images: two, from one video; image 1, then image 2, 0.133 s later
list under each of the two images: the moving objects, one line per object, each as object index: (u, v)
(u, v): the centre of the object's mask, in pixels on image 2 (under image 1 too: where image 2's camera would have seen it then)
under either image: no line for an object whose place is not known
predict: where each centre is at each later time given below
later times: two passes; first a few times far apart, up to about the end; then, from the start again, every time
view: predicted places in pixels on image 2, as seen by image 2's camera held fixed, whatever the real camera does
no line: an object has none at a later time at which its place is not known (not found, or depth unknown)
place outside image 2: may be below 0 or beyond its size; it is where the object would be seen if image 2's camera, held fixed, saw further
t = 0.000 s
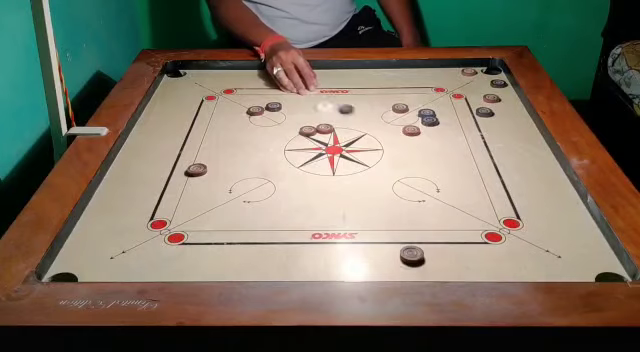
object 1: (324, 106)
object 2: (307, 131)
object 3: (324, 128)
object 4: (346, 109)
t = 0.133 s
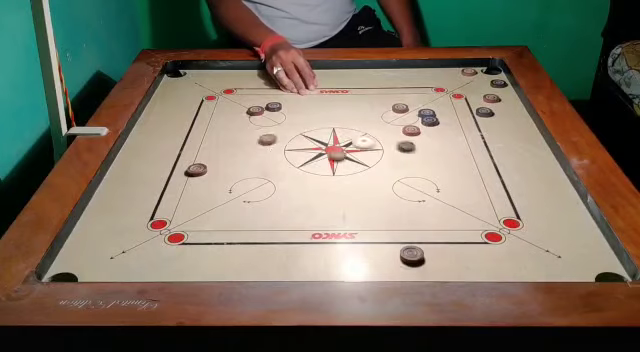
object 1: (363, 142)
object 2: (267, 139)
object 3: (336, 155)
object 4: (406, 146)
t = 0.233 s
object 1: (397, 167)
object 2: (232, 147)
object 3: (350, 185)
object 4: (453, 176)
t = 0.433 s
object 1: (461, 211)
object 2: (184, 158)
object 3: (377, 244)
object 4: (552, 238)
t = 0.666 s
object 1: (522, 254)
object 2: (168, 163)
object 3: (400, 276)
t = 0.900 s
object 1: (549, 271)
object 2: (168, 163)
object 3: (403, 273)
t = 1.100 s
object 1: (549, 271)
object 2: (168, 163)
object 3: (403, 273)
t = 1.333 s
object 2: (168, 163)
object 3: (403, 273)
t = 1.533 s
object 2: (168, 163)
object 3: (403, 273)
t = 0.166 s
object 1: (374, 150)
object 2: (255, 142)
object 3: (342, 166)
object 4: (421, 156)
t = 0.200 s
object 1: (387, 158)
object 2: (243, 145)
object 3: (346, 175)
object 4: (437, 166)
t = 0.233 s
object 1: (397, 167)
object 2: (232, 147)
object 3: (350, 185)
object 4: (453, 176)
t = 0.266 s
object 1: (408, 174)
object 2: (222, 149)
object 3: (355, 195)
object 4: (469, 186)
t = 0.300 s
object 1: (419, 182)
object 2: (213, 152)
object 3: (359, 205)
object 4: (486, 197)
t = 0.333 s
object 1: (429, 189)
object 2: (204, 153)
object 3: (364, 215)
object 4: (502, 206)
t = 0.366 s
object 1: (440, 197)
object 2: (197, 155)
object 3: (368, 225)
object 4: (520, 217)
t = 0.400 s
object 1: (451, 204)
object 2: (190, 157)
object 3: (373, 234)
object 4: (536, 227)
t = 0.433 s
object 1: (461, 211)
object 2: (184, 158)
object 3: (377, 244)
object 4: (552, 238)
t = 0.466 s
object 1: (471, 218)
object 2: (179, 160)
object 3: (381, 253)
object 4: (567, 247)
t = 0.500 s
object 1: (481, 225)
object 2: (175, 161)
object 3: (385, 261)
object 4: (582, 257)
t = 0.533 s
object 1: (489, 231)
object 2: (171, 162)
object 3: (389, 269)
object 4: (595, 265)
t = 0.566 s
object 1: (498, 238)
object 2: (170, 162)
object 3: (392, 273)
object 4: (608, 274)
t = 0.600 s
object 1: (507, 244)
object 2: (169, 163)
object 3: (395, 276)
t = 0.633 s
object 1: (515, 249)
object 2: (168, 163)
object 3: (398, 277)
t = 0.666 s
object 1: (522, 254)
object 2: (168, 163)
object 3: (400, 276)
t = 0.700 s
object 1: (528, 258)
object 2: (168, 163)
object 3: (401, 275)
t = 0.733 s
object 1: (533, 262)
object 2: (168, 163)
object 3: (402, 274)
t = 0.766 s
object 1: (538, 265)
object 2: (168, 163)
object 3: (403, 273)
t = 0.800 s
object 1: (543, 268)
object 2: (168, 163)
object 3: (403, 273)
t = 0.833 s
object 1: (545, 269)
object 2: (168, 163)
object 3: (403, 273)
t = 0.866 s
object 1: (547, 270)
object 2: (168, 163)
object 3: (403, 273)
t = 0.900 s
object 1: (549, 271)
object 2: (168, 163)
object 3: (403, 273)
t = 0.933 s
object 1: (549, 271)
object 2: (168, 163)
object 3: (403, 273)
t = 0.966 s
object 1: (549, 272)
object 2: (168, 163)
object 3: (403, 273)
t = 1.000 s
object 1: (549, 271)
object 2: (168, 163)
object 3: (403, 273)
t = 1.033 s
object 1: (549, 271)
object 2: (168, 163)
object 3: (403, 273)
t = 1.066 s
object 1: (549, 271)
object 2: (168, 163)
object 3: (403, 273)
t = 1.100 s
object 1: (549, 271)
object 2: (168, 163)
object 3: (403, 273)
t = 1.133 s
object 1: (549, 271)
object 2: (168, 163)
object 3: (403, 273)
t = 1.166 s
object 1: (549, 271)
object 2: (168, 163)
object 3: (403, 273)
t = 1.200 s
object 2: (168, 163)
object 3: (403, 273)
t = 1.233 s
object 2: (168, 163)
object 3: (403, 273)
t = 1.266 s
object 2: (168, 163)
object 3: (403, 273)
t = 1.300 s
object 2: (168, 163)
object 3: (403, 273)
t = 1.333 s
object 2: (168, 163)
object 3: (403, 273)
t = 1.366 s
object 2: (168, 163)
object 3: (403, 273)
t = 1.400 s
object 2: (168, 163)
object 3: (403, 273)
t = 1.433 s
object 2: (168, 163)
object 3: (403, 273)
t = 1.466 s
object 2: (168, 163)
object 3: (403, 273)
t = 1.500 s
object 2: (168, 163)
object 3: (403, 273)
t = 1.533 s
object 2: (168, 163)
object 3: (403, 273)
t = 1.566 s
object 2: (168, 163)
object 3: (403, 273)
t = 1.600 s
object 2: (168, 163)
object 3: (403, 273)
